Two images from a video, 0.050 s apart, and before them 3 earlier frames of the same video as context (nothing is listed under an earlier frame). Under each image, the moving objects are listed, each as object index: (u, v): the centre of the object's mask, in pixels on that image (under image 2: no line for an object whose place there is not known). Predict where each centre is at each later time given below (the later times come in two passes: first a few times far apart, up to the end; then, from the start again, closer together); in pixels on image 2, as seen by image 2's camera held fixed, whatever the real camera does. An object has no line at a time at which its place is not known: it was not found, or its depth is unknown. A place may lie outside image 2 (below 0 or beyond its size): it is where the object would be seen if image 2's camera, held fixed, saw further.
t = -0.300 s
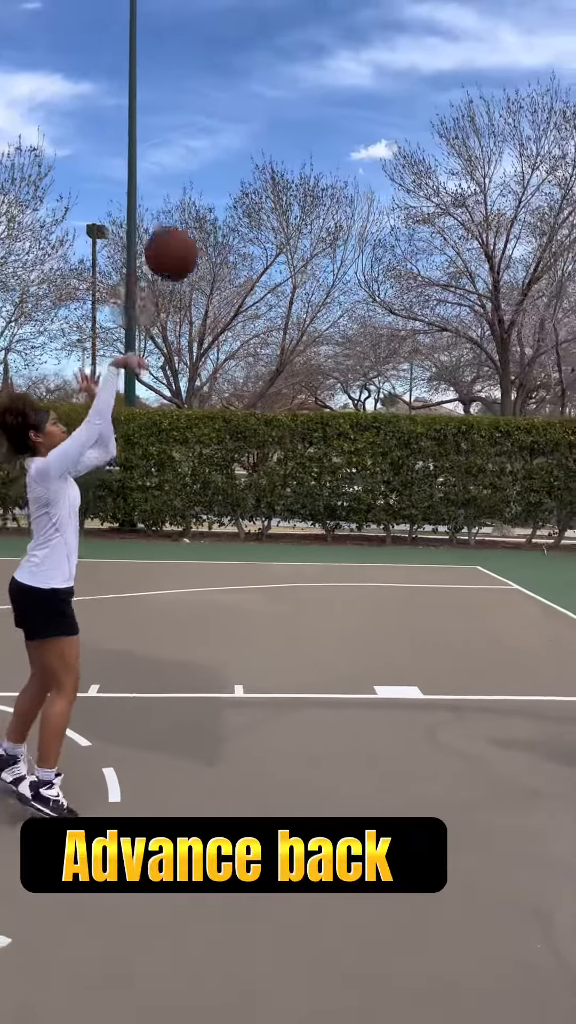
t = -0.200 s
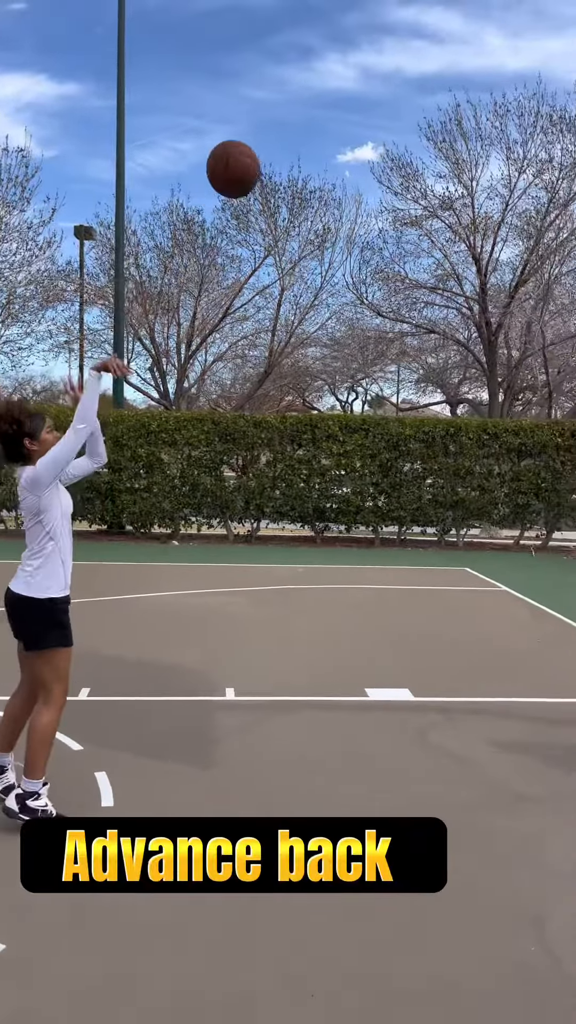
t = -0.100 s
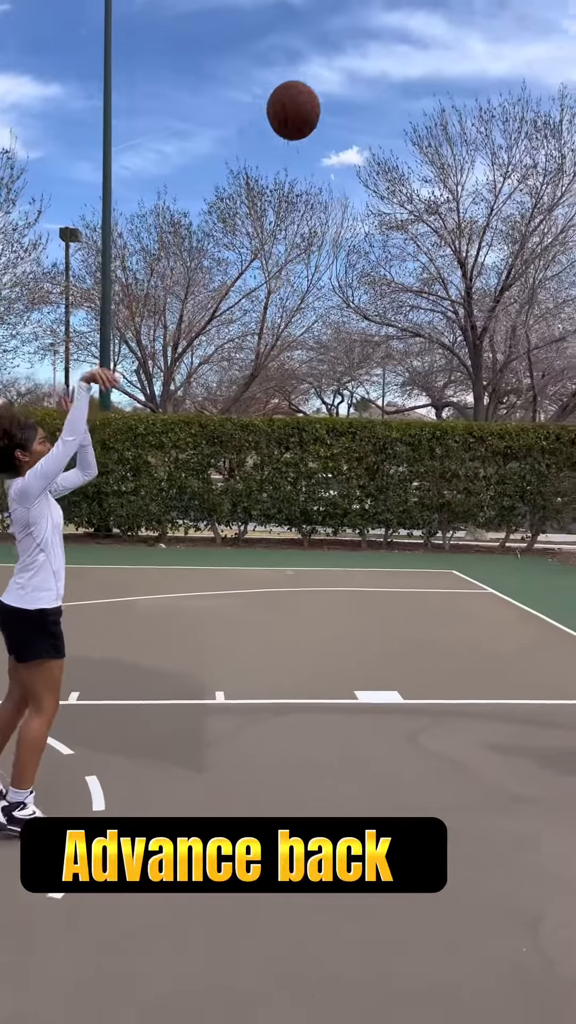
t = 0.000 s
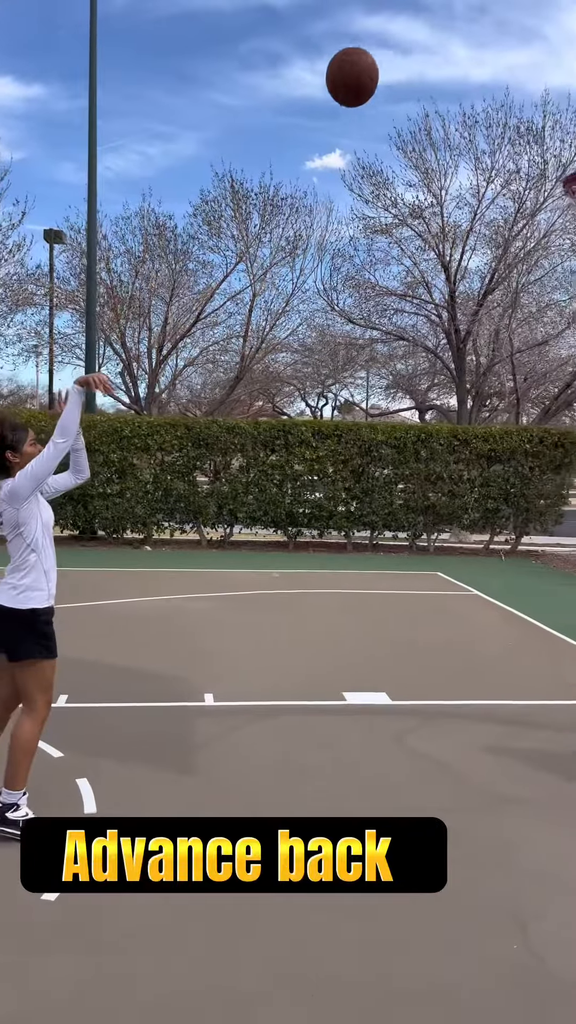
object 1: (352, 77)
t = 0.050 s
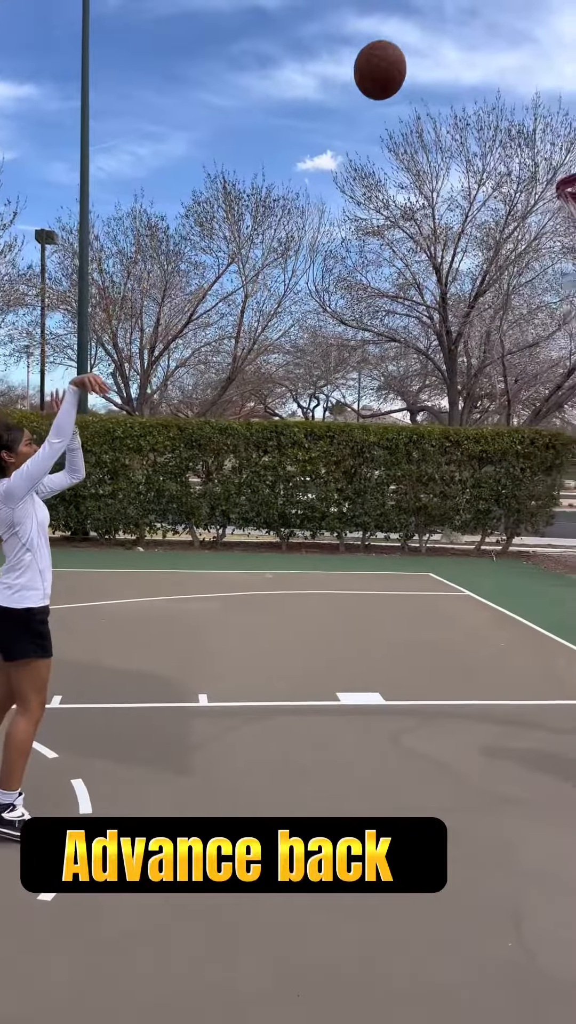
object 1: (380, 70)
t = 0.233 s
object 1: (501, 83)
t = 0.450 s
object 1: (635, 171)
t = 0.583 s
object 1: (652, 256)
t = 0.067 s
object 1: (391, 68)
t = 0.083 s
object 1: (402, 67)
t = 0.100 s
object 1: (414, 66)
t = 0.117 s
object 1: (425, 66)
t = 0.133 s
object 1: (436, 66)
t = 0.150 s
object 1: (447, 68)
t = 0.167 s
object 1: (458, 70)
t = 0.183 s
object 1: (469, 72)
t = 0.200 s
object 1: (480, 75)
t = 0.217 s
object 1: (490, 78)
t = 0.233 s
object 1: (501, 83)
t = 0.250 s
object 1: (511, 87)
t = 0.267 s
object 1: (522, 93)
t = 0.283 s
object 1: (533, 99)
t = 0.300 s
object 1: (543, 106)
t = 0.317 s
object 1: (554, 114)
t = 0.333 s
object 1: (564, 122)
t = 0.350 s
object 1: (575, 131)
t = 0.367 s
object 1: (586, 141)
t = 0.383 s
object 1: (597, 151)
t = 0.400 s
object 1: (606, 157)
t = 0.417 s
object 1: (615, 162)
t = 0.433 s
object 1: (624, 166)
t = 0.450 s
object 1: (635, 171)
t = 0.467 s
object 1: (633, 207)
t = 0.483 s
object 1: (640, 221)
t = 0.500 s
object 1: (644, 223)
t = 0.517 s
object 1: (647, 240)
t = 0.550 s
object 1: (649, 251)
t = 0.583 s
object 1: (652, 256)
